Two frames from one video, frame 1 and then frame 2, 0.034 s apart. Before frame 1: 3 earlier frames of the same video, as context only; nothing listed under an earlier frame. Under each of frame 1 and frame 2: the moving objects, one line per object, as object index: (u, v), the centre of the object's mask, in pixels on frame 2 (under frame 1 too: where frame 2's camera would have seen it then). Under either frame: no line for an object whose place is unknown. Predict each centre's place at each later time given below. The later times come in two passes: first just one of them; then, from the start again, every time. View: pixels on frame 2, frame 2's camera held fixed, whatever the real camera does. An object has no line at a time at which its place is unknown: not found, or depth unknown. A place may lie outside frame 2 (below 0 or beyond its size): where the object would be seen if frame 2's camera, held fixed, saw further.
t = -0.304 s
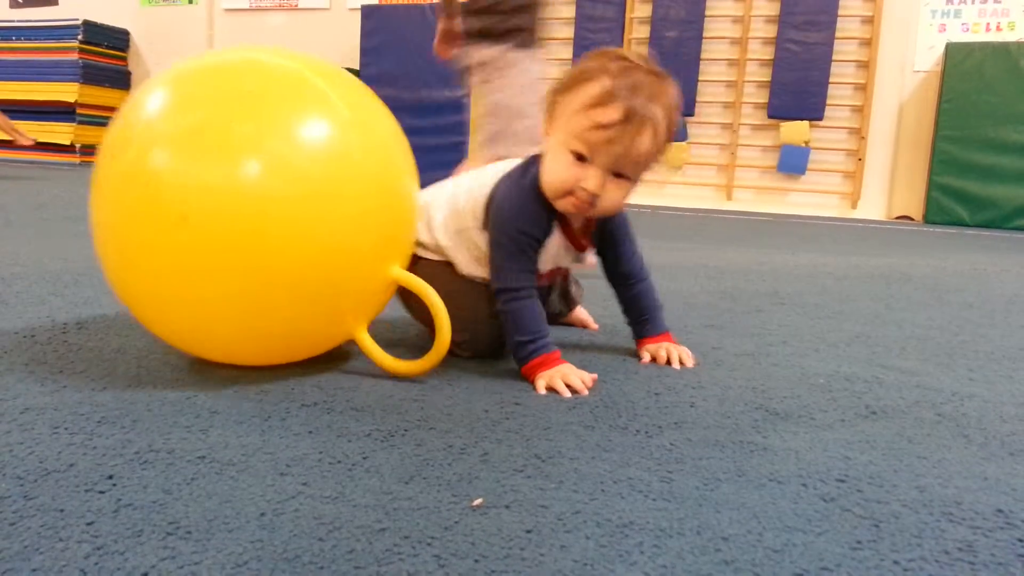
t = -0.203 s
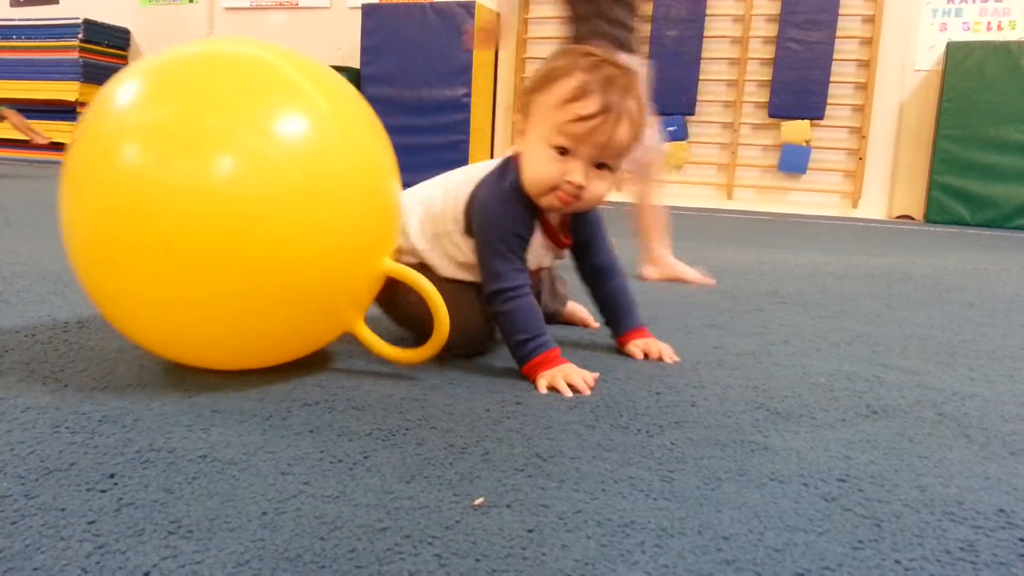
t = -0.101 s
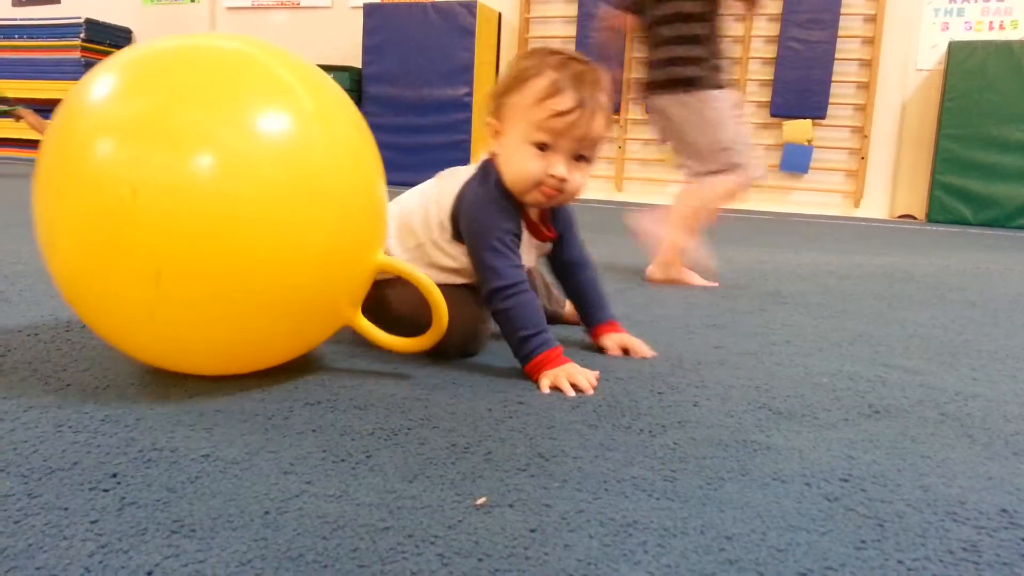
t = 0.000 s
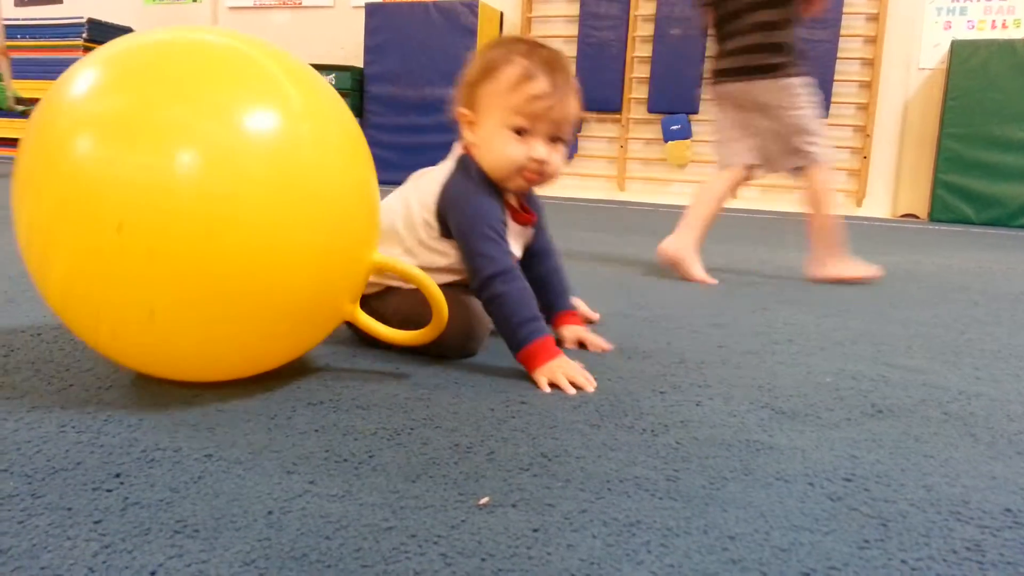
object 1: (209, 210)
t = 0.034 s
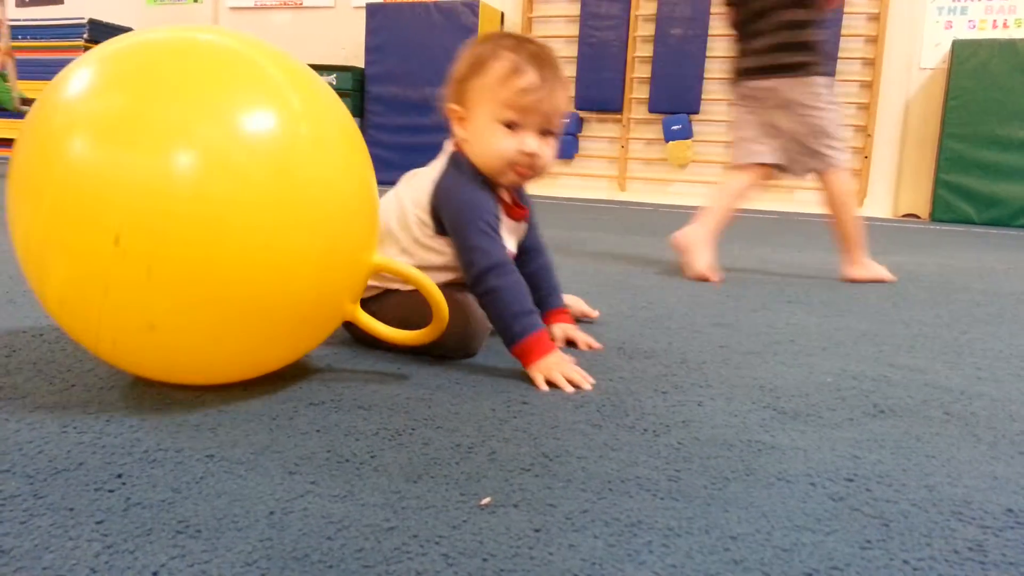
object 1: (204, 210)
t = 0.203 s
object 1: (187, 213)
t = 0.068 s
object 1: (200, 210)
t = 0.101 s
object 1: (193, 212)
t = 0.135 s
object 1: (191, 212)
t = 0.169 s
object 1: (189, 213)
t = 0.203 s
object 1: (187, 213)
